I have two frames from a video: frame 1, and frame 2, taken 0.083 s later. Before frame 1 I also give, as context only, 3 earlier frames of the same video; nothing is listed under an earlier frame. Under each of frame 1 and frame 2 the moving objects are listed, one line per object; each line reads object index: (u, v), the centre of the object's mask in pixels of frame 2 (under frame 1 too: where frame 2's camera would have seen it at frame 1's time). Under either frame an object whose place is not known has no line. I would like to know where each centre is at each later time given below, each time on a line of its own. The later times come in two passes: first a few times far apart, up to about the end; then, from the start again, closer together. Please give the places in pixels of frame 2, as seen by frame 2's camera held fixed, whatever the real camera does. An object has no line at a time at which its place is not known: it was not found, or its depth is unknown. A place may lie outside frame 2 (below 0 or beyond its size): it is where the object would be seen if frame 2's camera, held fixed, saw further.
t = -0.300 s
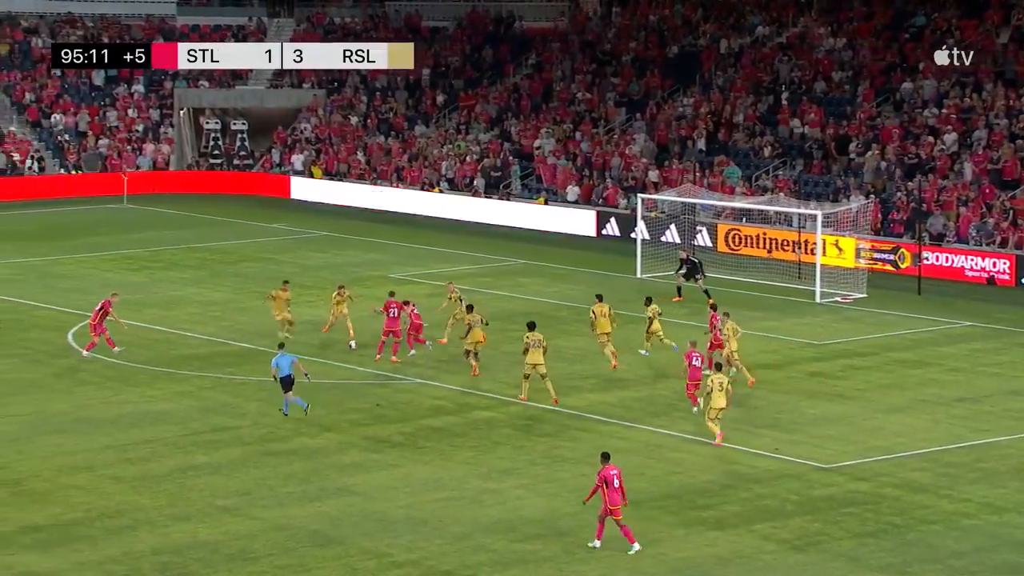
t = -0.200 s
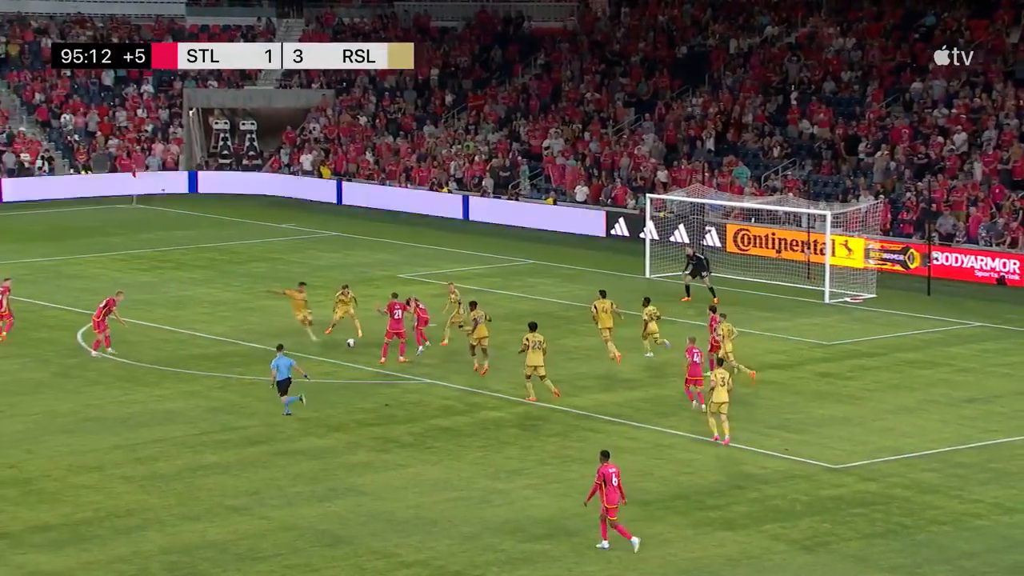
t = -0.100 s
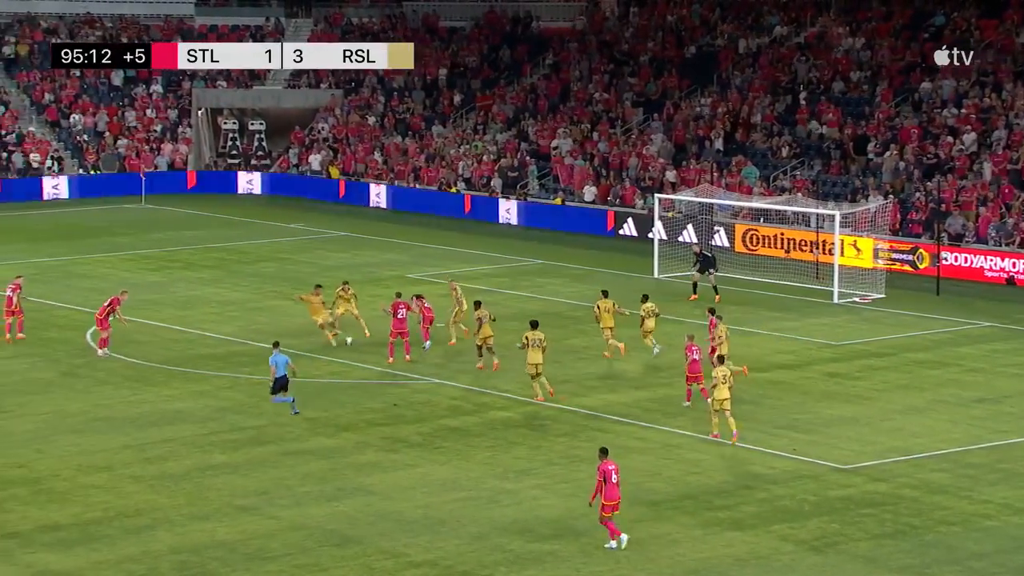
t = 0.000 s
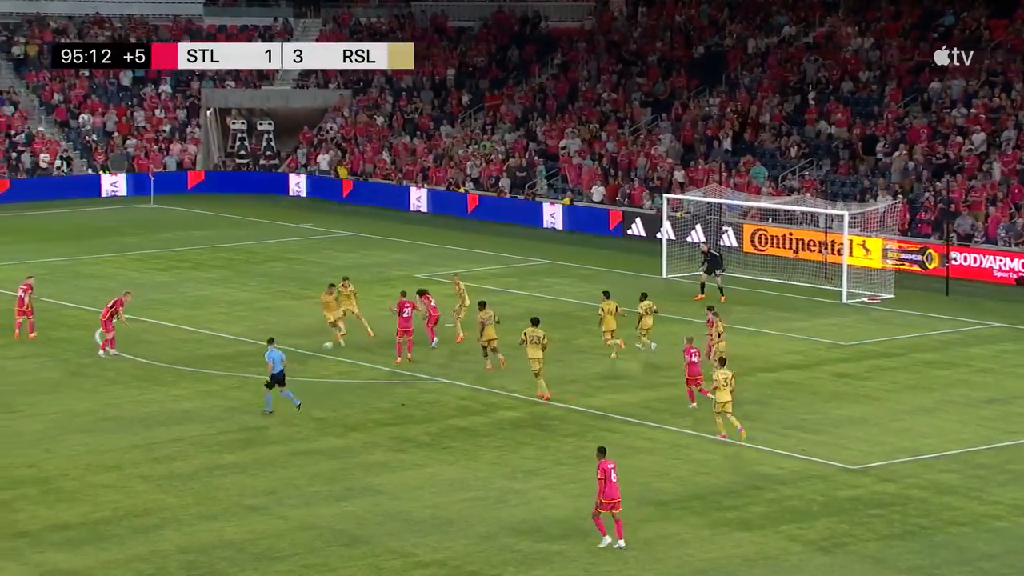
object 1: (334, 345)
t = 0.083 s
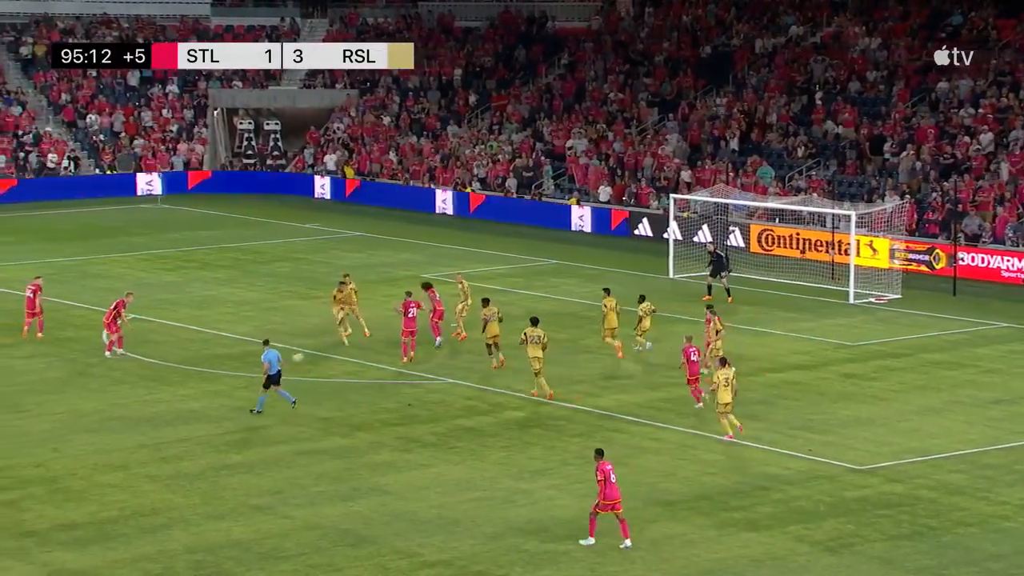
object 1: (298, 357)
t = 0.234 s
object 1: (220, 385)
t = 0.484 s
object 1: (72, 424)
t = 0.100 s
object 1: (289, 360)
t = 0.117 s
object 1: (283, 364)
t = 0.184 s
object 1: (244, 376)
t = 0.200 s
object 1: (238, 380)
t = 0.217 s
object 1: (229, 384)
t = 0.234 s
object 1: (220, 385)
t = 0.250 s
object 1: (211, 387)
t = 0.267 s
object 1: (202, 387)
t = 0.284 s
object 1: (193, 390)
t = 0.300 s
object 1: (184, 392)
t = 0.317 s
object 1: (174, 394)
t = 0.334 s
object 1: (164, 396)
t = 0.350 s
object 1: (155, 398)
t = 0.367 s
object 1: (145, 400)
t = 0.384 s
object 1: (136, 404)
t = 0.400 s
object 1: (125, 406)
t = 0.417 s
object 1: (114, 410)
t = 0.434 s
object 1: (105, 413)
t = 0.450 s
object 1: (93, 416)
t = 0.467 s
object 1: (83, 421)
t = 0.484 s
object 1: (72, 424)
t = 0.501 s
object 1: (61, 429)
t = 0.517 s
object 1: (51, 432)
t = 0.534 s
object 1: (39, 433)
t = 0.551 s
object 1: (28, 434)
